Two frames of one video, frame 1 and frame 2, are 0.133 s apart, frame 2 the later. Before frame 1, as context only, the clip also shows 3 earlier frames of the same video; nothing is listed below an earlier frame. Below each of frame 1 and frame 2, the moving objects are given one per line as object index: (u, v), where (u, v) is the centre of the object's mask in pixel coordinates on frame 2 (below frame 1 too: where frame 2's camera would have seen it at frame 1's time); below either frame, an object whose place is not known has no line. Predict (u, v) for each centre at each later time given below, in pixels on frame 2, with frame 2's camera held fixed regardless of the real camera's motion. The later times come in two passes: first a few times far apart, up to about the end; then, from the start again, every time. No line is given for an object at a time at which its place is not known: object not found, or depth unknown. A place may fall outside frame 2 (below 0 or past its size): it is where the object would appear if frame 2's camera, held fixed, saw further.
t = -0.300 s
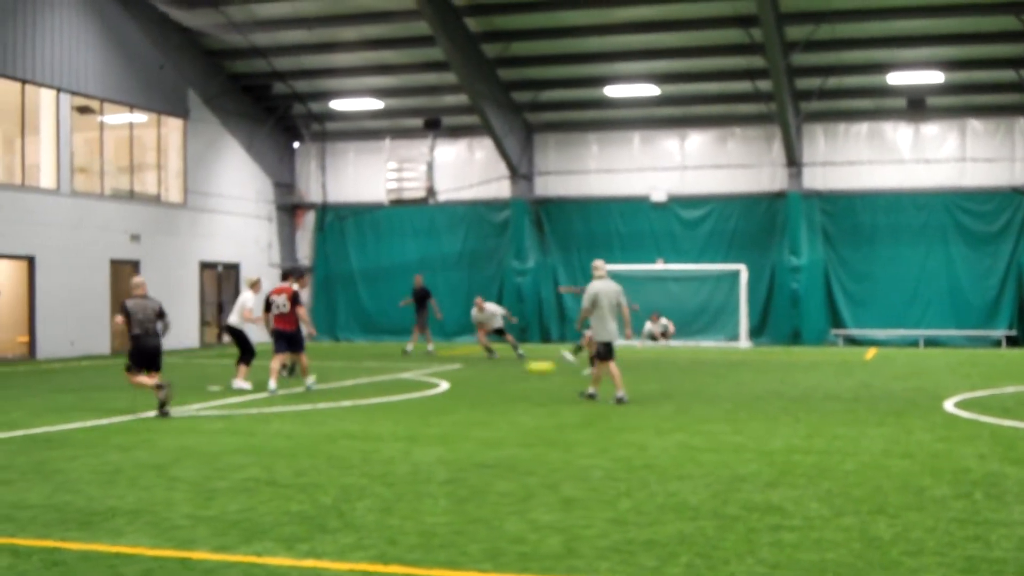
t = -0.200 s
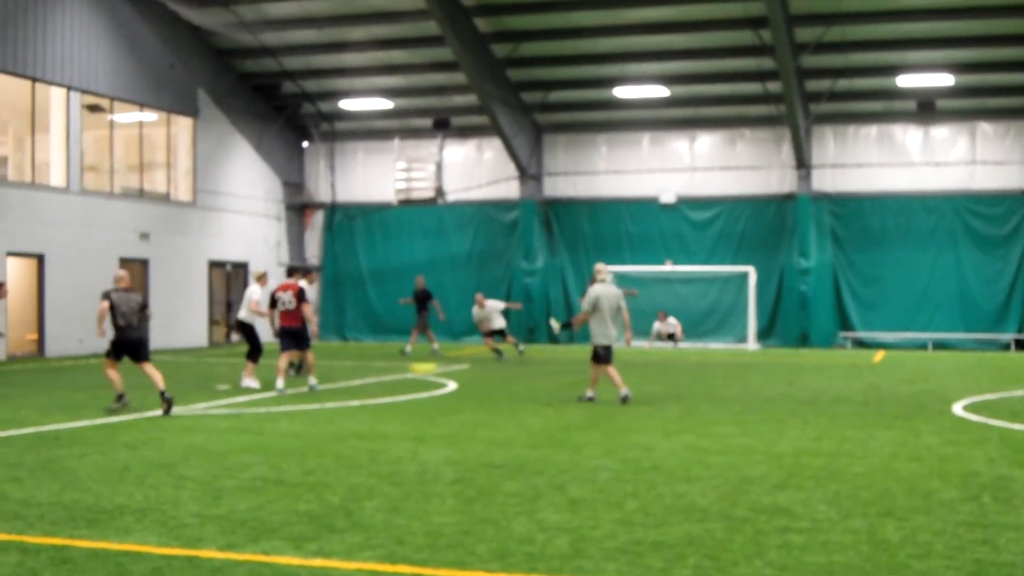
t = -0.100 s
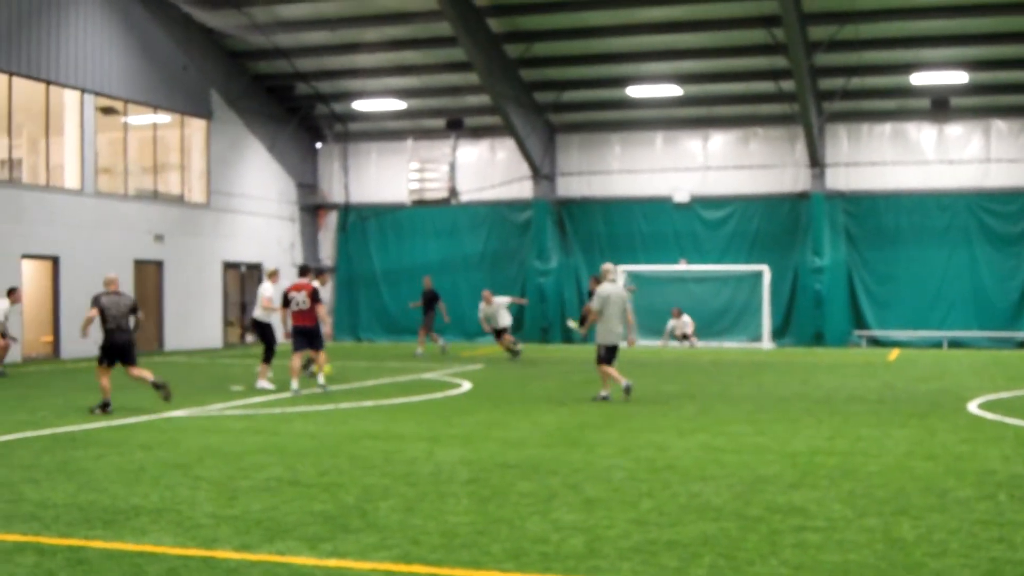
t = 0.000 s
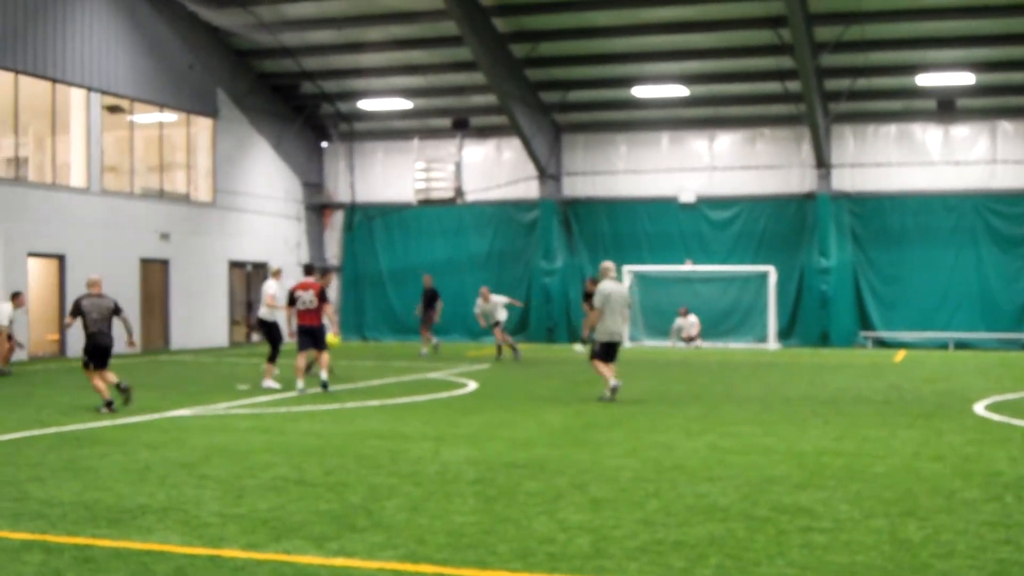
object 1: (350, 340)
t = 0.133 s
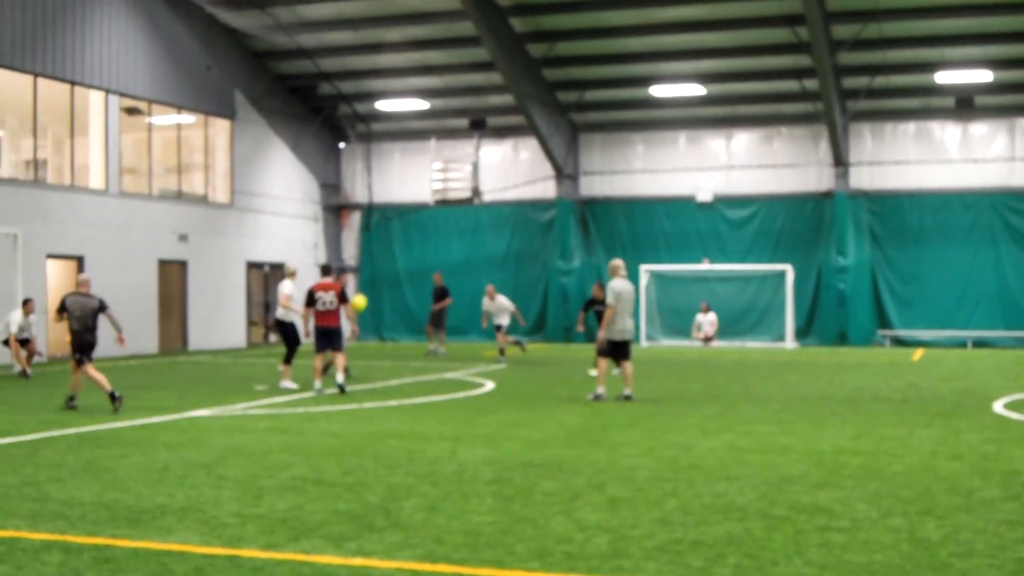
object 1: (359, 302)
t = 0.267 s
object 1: (367, 271)
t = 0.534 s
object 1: (376, 229)
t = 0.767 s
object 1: (375, 236)
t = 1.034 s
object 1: (355, 351)
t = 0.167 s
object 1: (361, 294)
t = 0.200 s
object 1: (363, 286)
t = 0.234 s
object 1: (365, 278)
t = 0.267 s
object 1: (367, 271)
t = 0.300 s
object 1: (368, 264)
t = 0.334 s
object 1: (370, 257)
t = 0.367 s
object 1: (371, 251)
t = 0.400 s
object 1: (372, 246)
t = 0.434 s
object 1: (374, 240)
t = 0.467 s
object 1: (375, 236)
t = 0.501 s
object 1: (376, 232)
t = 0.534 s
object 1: (376, 229)
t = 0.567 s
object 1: (377, 227)
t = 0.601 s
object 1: (377, 226)
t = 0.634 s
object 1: (377, 225)
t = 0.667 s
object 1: (377, 226)
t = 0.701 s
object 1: (377, 228)
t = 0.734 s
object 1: (376, 231)
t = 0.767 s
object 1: (375, 236)
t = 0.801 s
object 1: (374, 242)
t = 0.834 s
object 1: (373, 250)
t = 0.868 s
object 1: (371, 260)
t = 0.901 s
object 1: (369, 273)
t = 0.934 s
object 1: (366, 287)
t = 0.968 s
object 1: (363, 304)
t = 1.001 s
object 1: (359, 326)
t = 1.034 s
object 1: (355, 351)
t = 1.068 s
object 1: (348, 381)
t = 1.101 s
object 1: (340, 418)
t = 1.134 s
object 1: (333, 460)
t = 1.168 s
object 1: (327, 508)
